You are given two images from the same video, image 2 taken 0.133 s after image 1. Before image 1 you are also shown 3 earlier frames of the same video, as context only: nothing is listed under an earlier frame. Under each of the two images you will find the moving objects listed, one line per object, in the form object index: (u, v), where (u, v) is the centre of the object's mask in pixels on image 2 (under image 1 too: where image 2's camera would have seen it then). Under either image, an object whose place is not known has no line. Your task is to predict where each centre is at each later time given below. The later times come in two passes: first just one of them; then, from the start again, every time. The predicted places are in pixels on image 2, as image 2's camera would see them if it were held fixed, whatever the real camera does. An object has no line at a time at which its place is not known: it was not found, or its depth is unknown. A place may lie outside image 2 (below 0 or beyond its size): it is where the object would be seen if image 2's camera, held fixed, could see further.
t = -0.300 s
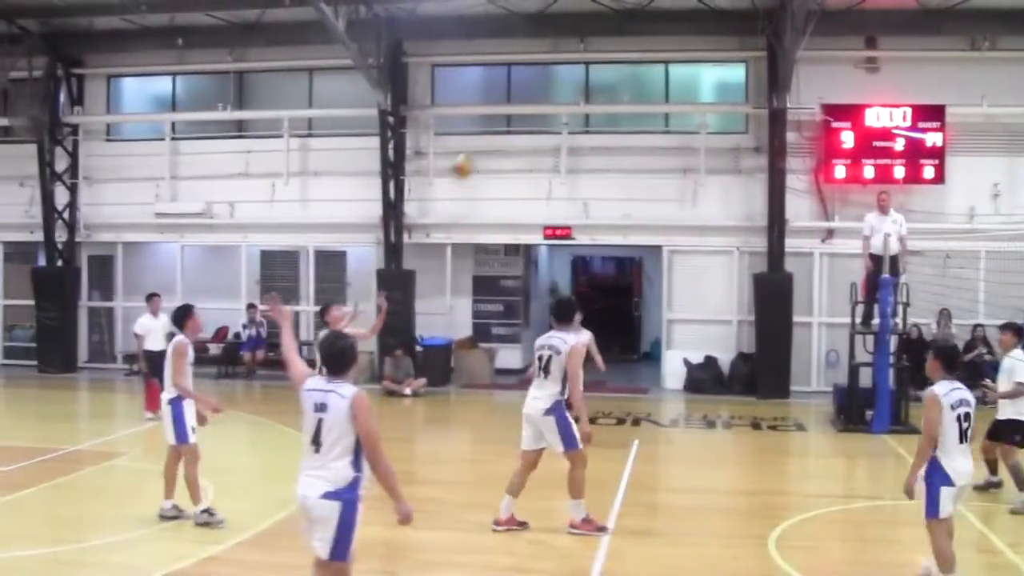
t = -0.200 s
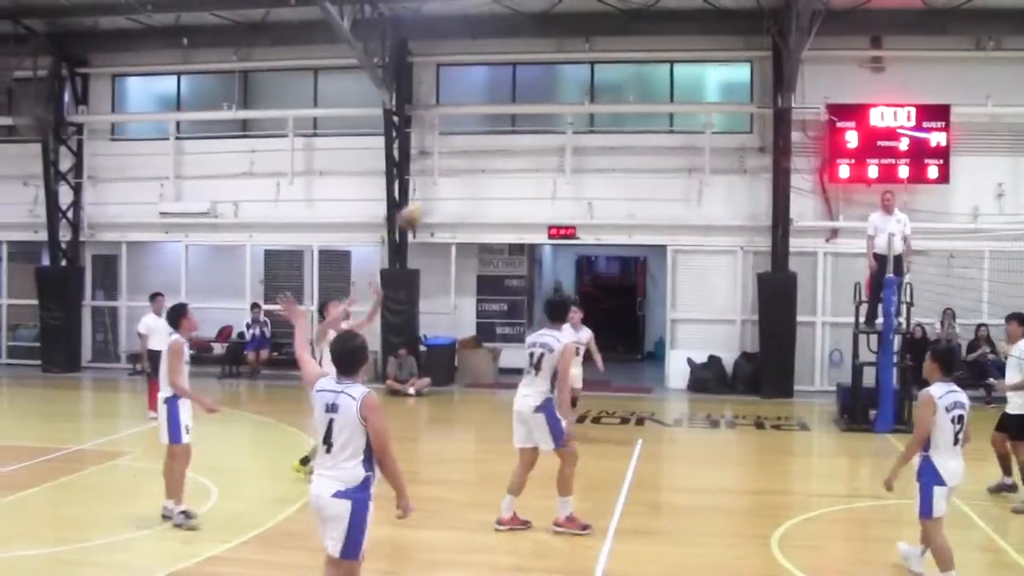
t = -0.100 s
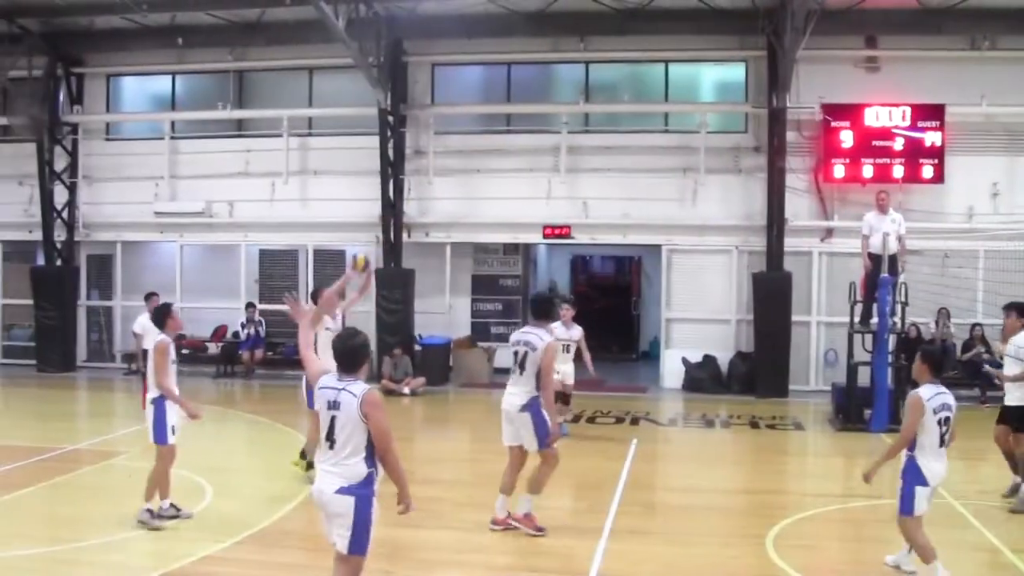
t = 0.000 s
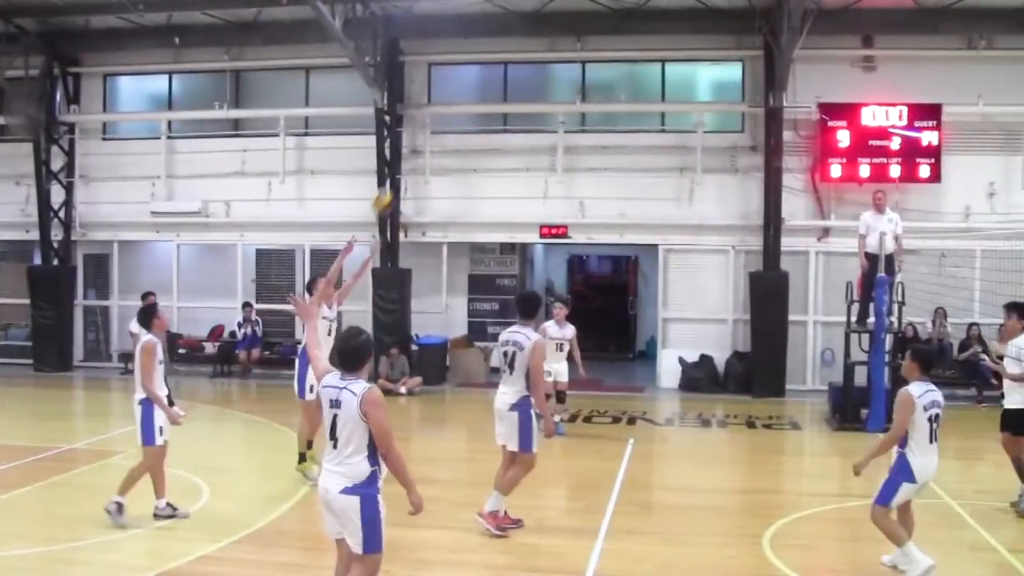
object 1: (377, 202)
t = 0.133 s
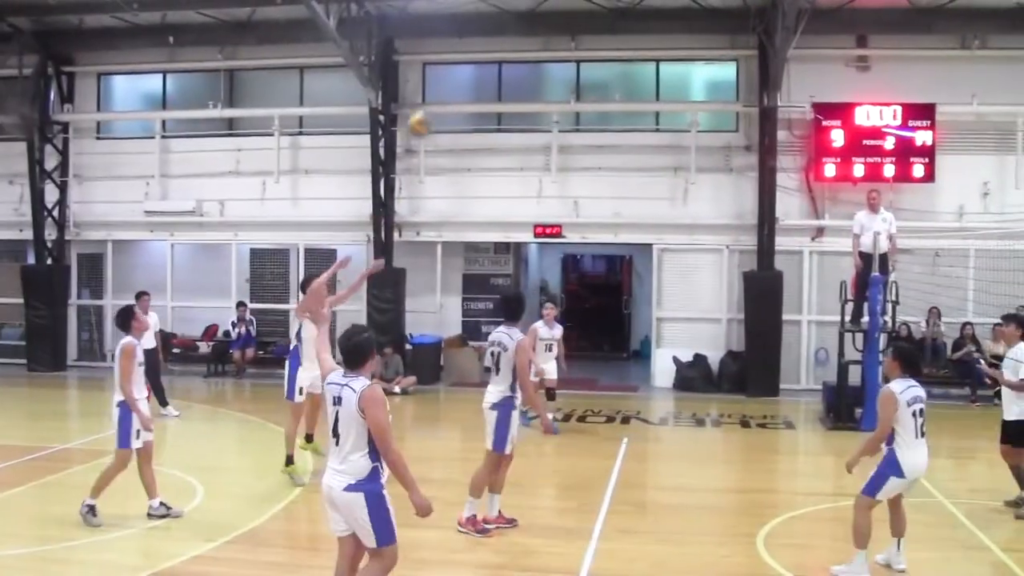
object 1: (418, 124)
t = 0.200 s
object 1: (440, 92)
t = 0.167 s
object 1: (429, 108)
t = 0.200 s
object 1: (440, 92)
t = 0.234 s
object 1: (450, 80)
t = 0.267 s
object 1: (462, 66)
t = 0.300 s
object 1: (475, 54)
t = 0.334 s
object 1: (486, 44)
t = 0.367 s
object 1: (497, 35)
